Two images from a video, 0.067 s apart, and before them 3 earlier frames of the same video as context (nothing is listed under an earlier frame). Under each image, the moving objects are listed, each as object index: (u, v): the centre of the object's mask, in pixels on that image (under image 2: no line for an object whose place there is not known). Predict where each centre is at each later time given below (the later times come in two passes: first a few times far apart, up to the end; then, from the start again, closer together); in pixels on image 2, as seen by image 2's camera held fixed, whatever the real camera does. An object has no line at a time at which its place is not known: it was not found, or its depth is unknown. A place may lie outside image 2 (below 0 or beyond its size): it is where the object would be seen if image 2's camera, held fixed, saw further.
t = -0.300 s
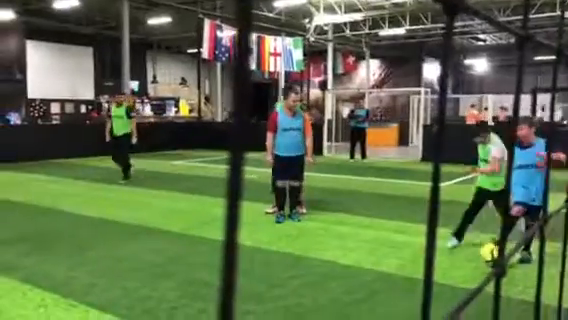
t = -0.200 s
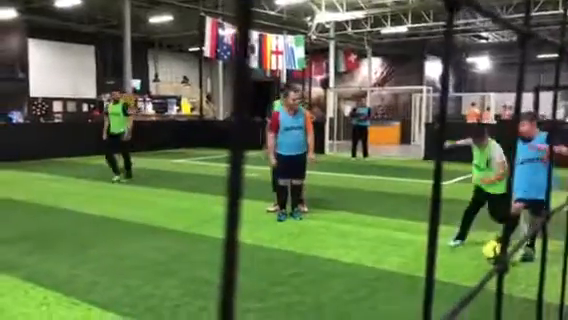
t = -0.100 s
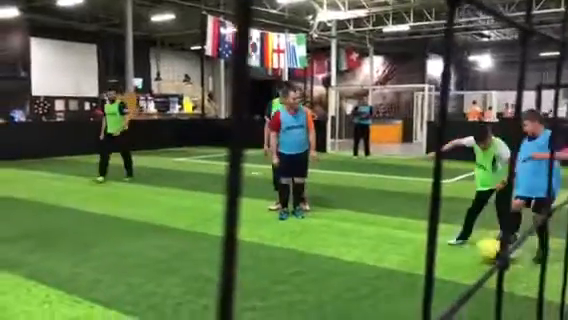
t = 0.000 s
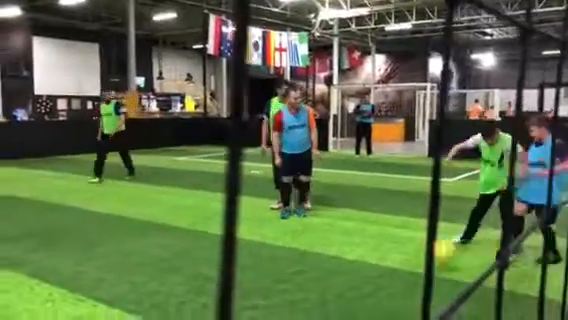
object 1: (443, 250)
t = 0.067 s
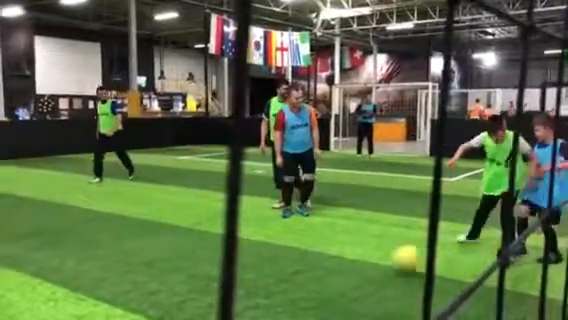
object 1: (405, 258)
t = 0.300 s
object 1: (287, 278)
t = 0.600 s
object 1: (157, 297)
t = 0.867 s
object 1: (39, 309)
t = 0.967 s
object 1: (-6, 314)
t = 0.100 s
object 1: (387, 265)
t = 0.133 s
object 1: (369, 267)
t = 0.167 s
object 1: (354, 267)
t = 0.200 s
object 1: (338, 269)
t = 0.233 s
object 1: (321, 272)
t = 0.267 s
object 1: (304, 277)
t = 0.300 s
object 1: (287, 278)
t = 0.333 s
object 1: (272, 279)
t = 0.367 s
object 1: (259, 282)
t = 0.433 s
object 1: (223, 287)
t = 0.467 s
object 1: (213, 289)
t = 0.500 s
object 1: (199, 291)
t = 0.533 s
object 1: (185, 293)
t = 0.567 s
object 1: (172, 294)
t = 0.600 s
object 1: (157, 297)
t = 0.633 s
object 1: (143, 299)
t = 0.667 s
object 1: (129, 301)
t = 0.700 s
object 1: (114, 303)
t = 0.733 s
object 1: (101, 304)
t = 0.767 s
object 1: (86, 306)
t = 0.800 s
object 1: (71, 307)
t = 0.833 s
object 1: (56, 308)
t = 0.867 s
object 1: (39, 309)
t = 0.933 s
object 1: (11, 312)
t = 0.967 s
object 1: (-6, 314)
